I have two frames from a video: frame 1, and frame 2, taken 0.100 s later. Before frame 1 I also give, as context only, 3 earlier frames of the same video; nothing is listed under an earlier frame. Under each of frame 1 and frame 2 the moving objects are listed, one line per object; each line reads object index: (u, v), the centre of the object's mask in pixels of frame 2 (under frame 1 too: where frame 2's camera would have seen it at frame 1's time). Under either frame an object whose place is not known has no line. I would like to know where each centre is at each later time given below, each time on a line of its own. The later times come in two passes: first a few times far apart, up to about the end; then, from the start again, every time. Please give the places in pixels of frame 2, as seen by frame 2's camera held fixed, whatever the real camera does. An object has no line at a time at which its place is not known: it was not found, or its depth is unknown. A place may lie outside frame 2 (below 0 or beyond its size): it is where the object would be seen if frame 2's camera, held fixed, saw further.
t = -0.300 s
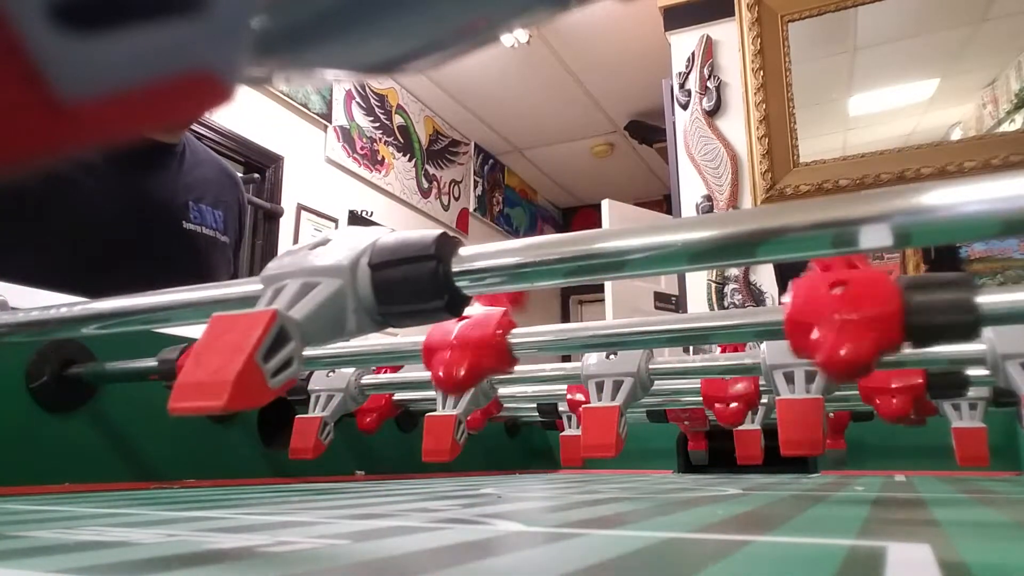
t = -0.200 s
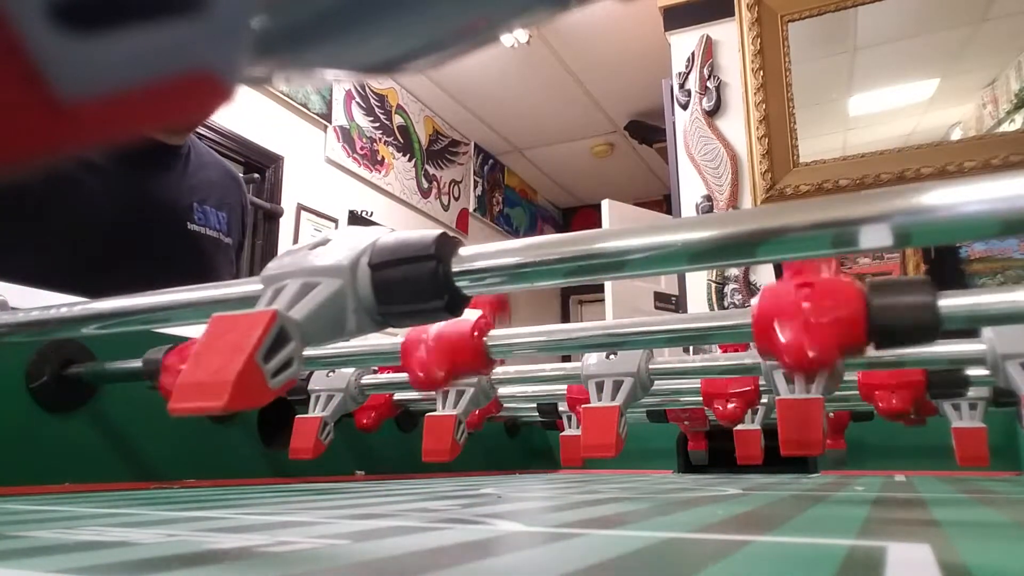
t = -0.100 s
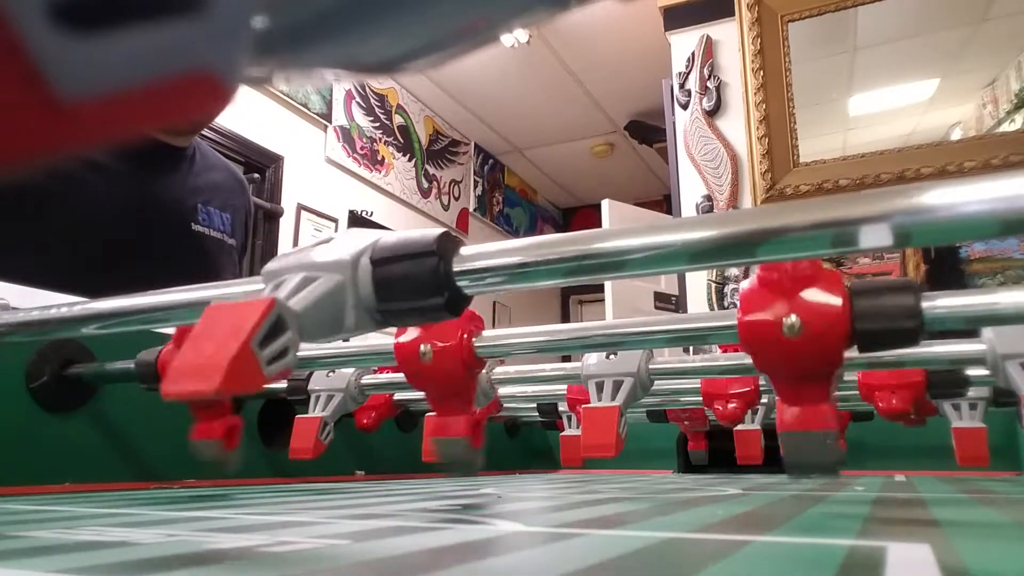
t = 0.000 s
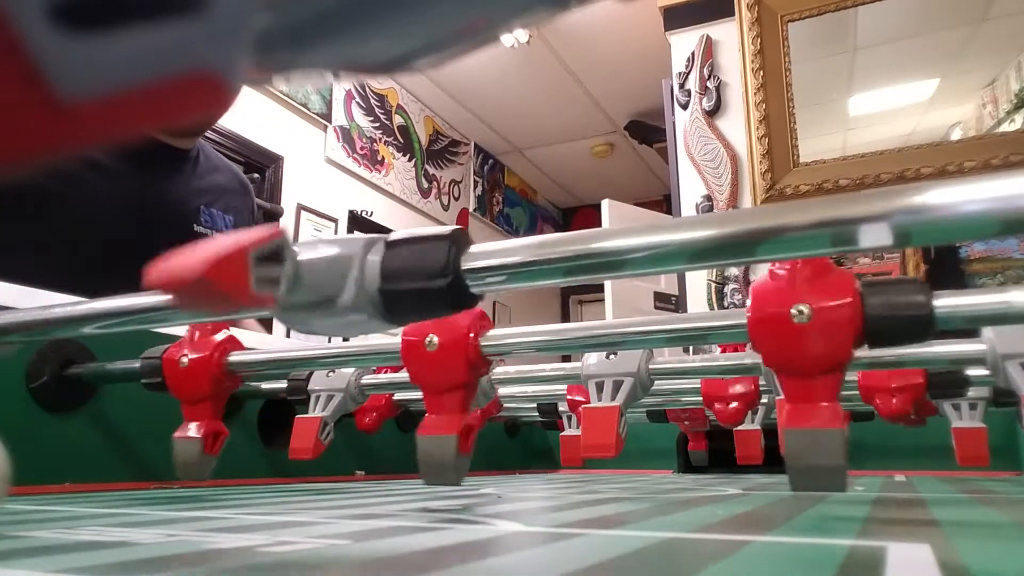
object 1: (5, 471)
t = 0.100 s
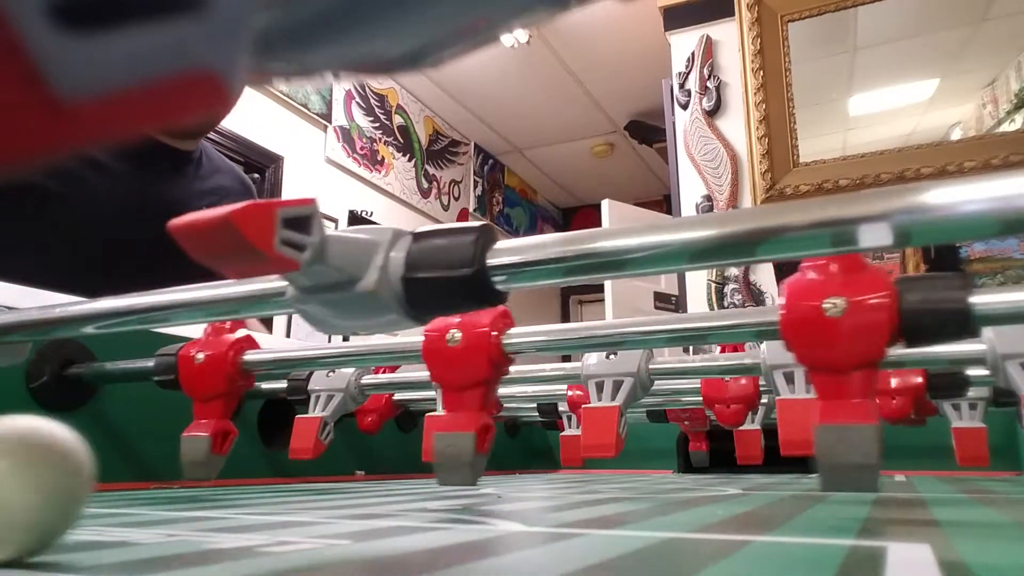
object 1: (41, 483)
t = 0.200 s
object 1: (96, 487)
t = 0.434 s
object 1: (294, 484)
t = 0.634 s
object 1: (442, 483)
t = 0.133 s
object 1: (55, 485)
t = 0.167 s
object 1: (71, 486)
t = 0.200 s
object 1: (96, 487)
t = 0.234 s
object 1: (126, 486)
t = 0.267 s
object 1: (155, 486)
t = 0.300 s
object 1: (183, 486)
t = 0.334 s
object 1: (211, 485)
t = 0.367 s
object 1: (239, 485)
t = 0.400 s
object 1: (267, 484)
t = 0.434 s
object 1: (294, 484)
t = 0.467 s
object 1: (320, 484)
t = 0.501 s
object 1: (344, 484)
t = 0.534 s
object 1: (370, 484)
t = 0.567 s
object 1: (395, 483)
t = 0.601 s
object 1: (419, 483)
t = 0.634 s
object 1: (442, 483)
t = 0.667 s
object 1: (465, 482)
